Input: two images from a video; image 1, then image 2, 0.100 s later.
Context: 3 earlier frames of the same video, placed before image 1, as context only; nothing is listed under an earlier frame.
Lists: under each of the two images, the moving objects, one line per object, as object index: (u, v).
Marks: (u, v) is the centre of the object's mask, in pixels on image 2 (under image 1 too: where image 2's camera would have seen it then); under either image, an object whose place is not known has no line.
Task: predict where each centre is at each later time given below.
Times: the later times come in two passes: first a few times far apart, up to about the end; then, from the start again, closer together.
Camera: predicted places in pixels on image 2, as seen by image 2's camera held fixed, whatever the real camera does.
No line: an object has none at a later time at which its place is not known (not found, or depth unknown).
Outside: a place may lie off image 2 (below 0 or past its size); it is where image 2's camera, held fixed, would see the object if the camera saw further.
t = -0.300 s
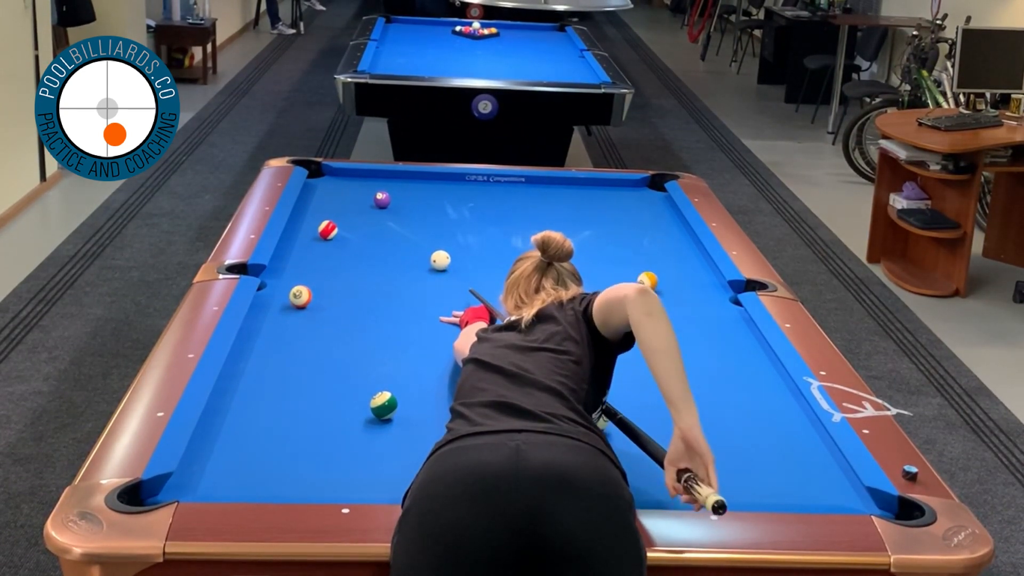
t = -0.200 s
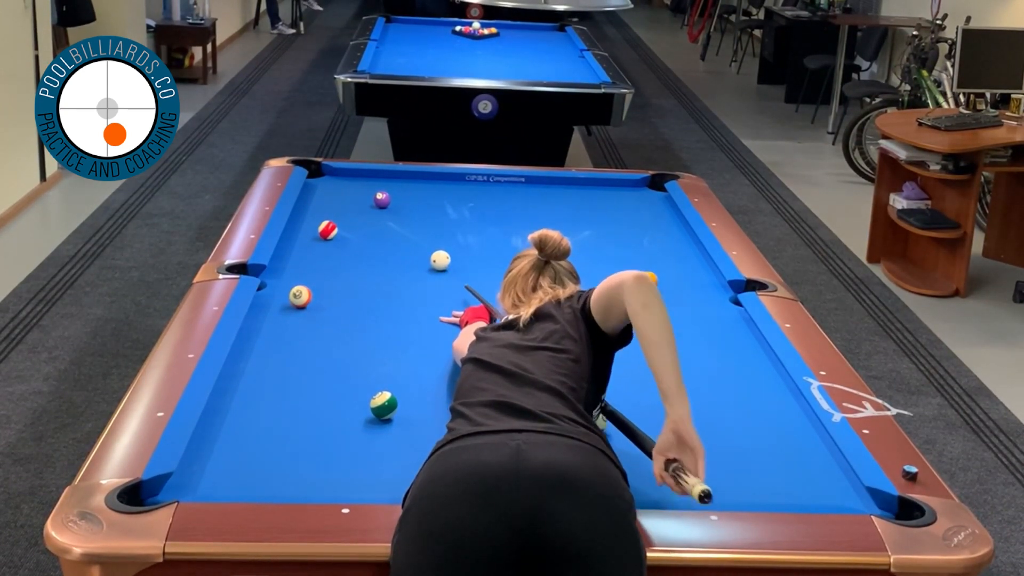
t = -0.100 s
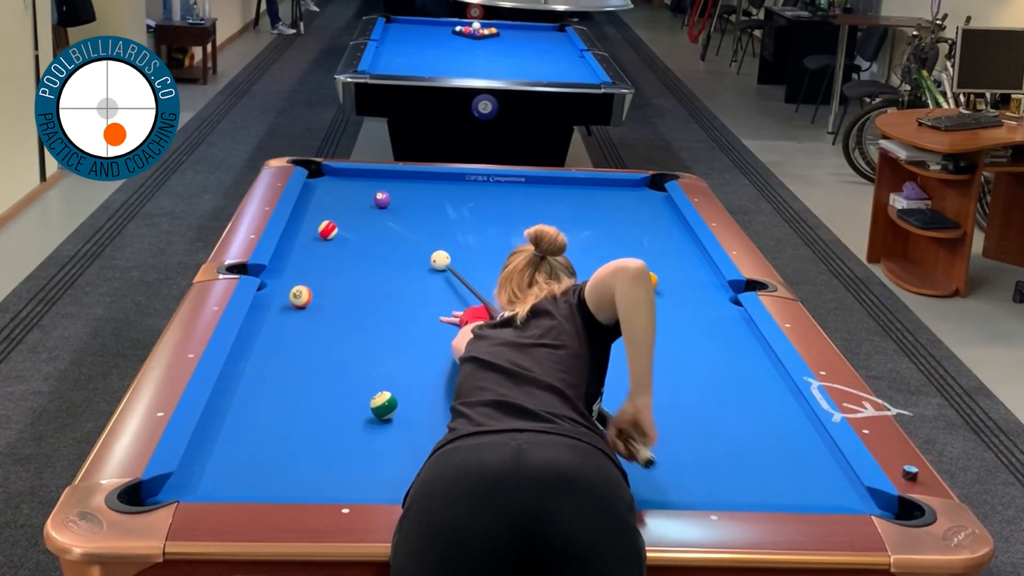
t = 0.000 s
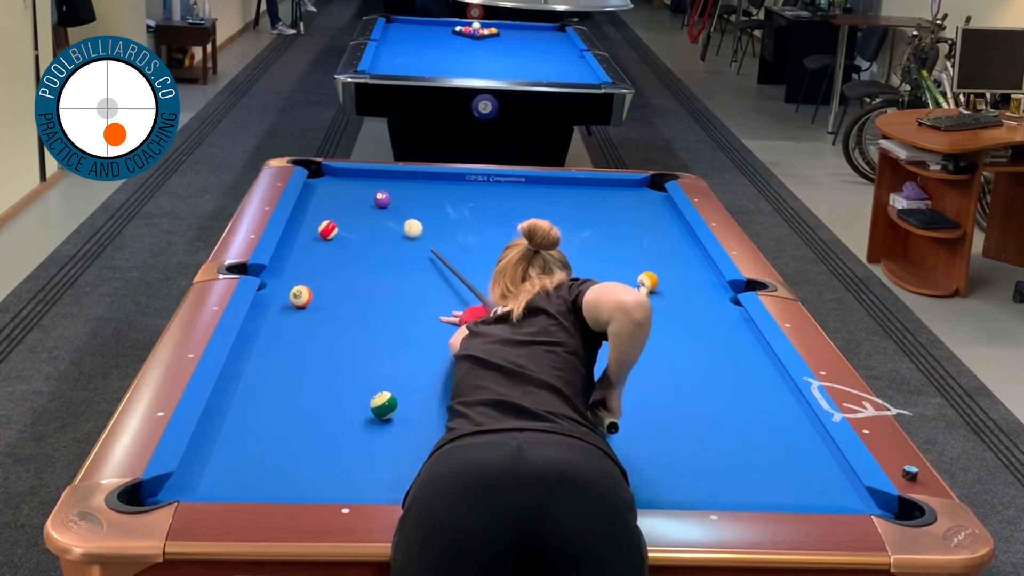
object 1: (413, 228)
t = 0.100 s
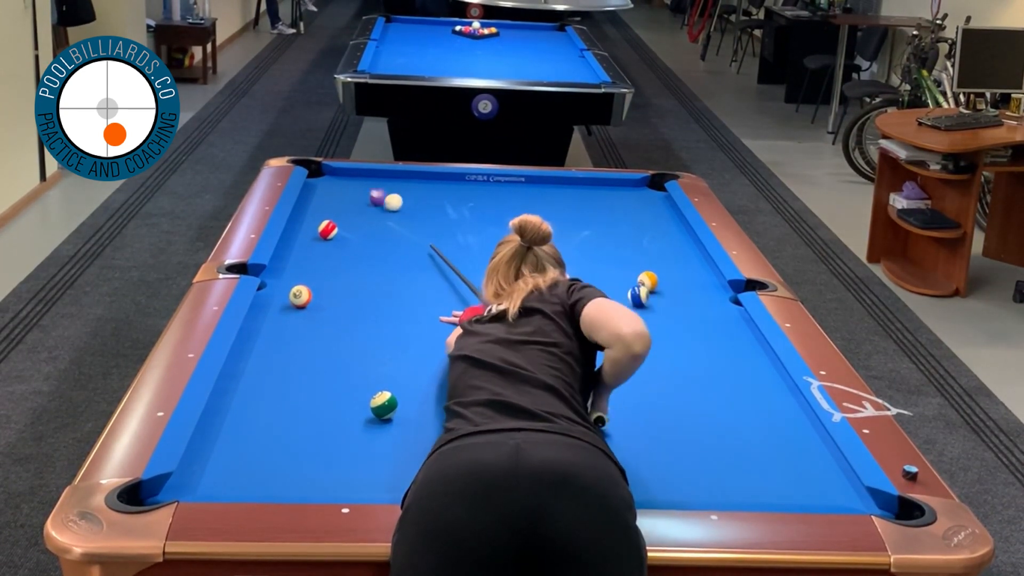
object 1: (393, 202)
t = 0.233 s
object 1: (424, 198)
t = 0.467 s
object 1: (468, 189)
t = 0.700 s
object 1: (507, 182)
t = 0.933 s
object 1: (549, 181)
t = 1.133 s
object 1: (587, 186)
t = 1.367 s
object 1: (632, 192)
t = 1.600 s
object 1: (655, 198)
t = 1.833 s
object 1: (639, 202)
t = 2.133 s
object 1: (616, 204)
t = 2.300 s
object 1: (602, 212)
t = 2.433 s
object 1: (594, 212)
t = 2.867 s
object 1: (556, 224)
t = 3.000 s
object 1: (548, 228)
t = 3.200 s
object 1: (534, 232)
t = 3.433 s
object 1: (517, 237)
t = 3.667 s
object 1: (495, 238)
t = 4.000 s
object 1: (481, 245)
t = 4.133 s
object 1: (471, 250)
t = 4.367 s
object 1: (457, 255)
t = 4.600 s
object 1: (443, 259)
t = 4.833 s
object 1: (431, 262)
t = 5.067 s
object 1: (419, 266)
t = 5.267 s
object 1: (410, 269)
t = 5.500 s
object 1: (400, 273)
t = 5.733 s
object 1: (391, 276)
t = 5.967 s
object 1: (383, 279)
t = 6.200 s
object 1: (376, 281)
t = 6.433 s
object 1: (370, 284)
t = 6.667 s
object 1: (364, 285)
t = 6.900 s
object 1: (360, 287)
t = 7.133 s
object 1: (357, 288)
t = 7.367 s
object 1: (354, 289)
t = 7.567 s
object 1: (353, 289)
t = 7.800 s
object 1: (353, 289)
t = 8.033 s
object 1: (353, 289)
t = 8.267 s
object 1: (353, 289)
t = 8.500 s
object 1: (353, 289)
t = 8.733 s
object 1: (353, 289)
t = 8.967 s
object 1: (353, 289)
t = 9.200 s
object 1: (353, 289)
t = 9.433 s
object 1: (353, 289)
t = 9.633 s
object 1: (353, 289)
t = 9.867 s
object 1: (353, 289)
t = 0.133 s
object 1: (402, 201)
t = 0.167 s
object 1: (410, 200)
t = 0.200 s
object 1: (418, 199)
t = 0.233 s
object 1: (424, 198)
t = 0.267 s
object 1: (431, 196)
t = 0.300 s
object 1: (437, 195)
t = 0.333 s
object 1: (444, 194)
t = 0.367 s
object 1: (450, 193)
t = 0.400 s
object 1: (456, 192)
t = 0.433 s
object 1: (462, 191)
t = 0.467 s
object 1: (468, 189)
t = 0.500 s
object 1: (474, 189)
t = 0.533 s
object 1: (479, 187)
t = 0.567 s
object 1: (485, 186)
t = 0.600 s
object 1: (491, 185)
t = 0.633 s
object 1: (496, 184)
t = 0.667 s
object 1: (502, 183)
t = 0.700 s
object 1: (507, 182)
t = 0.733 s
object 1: (513, 181)
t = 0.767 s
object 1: (518, 180)
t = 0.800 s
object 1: (524, 179)
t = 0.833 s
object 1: (529, 178)
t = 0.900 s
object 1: (542, 180)
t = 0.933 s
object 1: (549, 181)
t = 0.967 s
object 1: (555, 182)
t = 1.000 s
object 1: (562, 183)
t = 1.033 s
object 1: (568, 184)
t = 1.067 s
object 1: (574, 185)
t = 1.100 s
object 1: (581, 185)
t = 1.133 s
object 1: (587, 186)
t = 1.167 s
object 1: (594, 187)
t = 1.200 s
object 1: (600, 188)
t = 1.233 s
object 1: (607, 189)
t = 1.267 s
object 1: (613, 190)
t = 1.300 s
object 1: (619, 191)
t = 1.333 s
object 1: (626, 191)
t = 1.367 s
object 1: (632, 192)
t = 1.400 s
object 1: (639, 193)
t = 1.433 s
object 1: (645, 194)
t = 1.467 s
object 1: (651, 195)
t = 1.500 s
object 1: (658, 195)
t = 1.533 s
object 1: (662, 196)
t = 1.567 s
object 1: (658, 197)
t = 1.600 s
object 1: (655, 198)
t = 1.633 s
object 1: (653, 199)
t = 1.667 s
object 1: (650, 199)
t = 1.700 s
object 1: (647, 200)
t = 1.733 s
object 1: (645, 201)
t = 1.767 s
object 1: (642, 201)
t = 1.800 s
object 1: (640, 202)
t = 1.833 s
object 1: (639, 202)
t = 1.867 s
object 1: (638, 201)
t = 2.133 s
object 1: (616, 204)
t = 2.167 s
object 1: (613, 206)
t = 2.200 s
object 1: (610, 208)
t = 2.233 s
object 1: (607, 210)
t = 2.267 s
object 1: (604, 211)
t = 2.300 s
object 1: (602, 212)
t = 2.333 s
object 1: (599, 213)
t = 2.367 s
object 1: (597, 213)
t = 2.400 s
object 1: (595, 212)
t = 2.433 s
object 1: (594, 212)
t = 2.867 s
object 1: (556, 224)
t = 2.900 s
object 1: (555, 226)
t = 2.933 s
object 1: (553, 227)
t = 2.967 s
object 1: (551, 227)
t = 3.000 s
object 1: (548, 228)
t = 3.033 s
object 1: (545, 229)
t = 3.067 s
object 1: (543, 230)
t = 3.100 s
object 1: (541, 230)
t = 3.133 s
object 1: (538, 231)
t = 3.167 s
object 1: (536, 232)
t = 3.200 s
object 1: (534, 232)
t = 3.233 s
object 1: (531, 233)
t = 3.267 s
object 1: (529, 234)
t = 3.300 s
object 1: (527, 234)
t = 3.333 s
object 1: (524, 235)
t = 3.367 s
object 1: (522, 236)
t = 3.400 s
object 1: (519, 236)
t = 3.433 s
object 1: (517, 237)
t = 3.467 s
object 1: (515, 238)
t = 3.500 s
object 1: (512, 238)
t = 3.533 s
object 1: (510, 239)
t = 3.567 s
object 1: (508, 240)
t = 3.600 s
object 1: (506, 240)
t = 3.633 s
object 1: (502, 240)
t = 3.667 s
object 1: (495, 238)
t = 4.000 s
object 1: (481, 245)
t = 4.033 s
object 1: (477, 248)
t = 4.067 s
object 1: (475, 249)
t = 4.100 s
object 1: (473, 250)
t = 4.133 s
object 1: (471, 250)
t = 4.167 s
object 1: (469, 251)
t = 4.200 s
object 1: (467, 252)
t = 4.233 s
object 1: (465, 252)
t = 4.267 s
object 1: (463, 253)
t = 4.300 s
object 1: (461, 253)
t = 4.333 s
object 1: (459, 254)
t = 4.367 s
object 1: (457, 255)
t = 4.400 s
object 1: (455, 255)
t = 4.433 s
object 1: (453, 256)
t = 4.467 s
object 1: (451, 256)
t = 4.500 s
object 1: (449, 257)
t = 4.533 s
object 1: (447, 258)
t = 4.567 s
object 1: (445, 258)
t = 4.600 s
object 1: (443, 259)
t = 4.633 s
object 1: (442, 259)
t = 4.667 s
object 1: (440, 260)
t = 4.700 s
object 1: (438, 260)
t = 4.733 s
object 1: (436, 261)
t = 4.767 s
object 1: (435, 262)
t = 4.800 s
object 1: (433, 262)
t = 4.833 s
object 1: (431, 262)
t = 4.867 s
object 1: (429, 263)
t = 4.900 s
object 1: (428, 264)
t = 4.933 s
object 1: (426, 264)
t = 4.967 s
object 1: (424, 265)
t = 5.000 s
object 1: (422, 265)
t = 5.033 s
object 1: (421, 266)
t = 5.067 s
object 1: (419, 266)
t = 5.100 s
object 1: (417, 267)
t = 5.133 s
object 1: (416, 267)
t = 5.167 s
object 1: (415, 268)
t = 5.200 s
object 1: (413, 268)
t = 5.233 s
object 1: (411, 269)
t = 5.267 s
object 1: (410, 269)
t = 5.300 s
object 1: (408, 270)
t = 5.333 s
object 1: (407, 270)
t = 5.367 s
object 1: (405, 271)
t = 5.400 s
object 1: (404, 271)
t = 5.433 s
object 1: (403, 272)
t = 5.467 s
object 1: (401, 272)
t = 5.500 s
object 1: (400, 273)
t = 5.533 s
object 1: (398, 273)
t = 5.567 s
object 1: (397, 274)
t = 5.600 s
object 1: (396, 274)
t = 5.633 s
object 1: (394, 274)
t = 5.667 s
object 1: (393, 275)
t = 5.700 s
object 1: (392, 275)
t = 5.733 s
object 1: (391, 276)
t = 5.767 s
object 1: (390, 276)
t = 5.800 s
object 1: (388, 276)
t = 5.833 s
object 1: (387, 277)
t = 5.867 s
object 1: (386, 277)
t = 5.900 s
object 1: (385, 278)
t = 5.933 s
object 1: (384, 278)
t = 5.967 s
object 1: (383, 279)
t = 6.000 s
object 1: (382, 279)
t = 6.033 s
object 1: (381, 279)
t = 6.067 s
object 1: (380, 280)
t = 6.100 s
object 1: (379, 280)
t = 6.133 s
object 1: (378, 280)
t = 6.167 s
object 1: (377, 281)
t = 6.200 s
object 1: (376, 281)
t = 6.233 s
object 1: (375, 281)
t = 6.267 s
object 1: (374, 282)
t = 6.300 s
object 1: (373, 282)
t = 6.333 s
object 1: (372, 283)
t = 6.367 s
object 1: (371, 283)
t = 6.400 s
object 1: (371, 283)
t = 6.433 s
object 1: (370, 284)
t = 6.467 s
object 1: (369, 284)
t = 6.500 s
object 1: (369, 284)
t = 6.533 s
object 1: (367, 284)
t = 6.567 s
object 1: (367, 285)
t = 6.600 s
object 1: (366, 285)
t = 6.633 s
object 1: (365, 285)
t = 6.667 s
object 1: (364, 285)
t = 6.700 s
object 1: (364, 286)
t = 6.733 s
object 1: (363, 286)
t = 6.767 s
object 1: (363, 286)
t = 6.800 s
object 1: (362, 286)
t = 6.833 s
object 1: (361, 286)
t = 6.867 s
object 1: (361, 287)
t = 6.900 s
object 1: (360, 287)
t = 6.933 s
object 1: (360, 287)
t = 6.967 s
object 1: (359, 287)
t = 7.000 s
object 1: (359, 287)
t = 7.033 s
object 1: (358, 288)
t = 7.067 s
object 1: (358, 288)
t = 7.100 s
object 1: (357, 288)
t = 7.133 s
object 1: (357, 288)
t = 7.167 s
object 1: (356, 288)
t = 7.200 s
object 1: (356, 288)
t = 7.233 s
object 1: (355, 288)
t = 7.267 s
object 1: (355, 288)
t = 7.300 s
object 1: (355, 289)
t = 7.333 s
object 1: (354, 289)
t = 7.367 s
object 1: (354, 289)
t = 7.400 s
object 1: (354, 289)
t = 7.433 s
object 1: (354, 289)
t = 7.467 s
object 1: (353, 289)
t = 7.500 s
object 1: (353, 289)
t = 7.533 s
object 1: (353, 289)
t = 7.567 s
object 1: (353, 289)
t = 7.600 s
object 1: (353, 289)
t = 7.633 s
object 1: (353, 289)
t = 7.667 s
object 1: (353, 289)
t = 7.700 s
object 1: (353, 289)
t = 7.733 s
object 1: (353, 289)
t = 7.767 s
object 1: (353, 289)
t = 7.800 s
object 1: (353, 289)
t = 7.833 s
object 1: (353, 289)
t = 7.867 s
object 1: (353, 289)
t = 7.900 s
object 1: (353, 289)
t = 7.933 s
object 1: (353, 289)
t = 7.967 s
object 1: (353, 289)
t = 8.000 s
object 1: (353, 289)
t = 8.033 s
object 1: (353, 289)
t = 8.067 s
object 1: (353, 289)
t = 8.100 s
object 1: (353, 289)
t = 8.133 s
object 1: (353, 289)
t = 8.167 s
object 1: (353, 289)
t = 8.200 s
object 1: (353, 289)
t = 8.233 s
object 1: (353, 289)
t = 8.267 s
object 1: (353, 289)
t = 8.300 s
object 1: (353, 289)
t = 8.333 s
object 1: (353, 289)
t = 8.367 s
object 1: (353, 289)
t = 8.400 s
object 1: (353, 289)
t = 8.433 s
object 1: (353, 289)
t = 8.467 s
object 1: (353, 289)
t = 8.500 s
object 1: (353, 289)
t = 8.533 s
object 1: (353, 289)
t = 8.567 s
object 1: (353, 289)
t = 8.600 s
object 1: (353, 289)
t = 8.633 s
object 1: (353, 289)
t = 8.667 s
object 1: (353, 289)
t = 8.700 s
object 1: (353, 289)
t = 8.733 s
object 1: (353, 289)
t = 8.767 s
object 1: (353, 289)
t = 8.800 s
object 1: (353, 289)
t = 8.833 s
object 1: (353, 289)
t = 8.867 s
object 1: (353, 289)
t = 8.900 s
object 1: (353, 289)
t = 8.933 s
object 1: (353, 289)
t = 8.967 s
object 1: (353, 289)
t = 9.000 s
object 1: (353, 289)
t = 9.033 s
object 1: (353, 289)
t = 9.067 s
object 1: (353, 289)
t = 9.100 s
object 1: (353, 289)
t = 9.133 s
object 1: (353, 289)
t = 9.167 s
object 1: (353, 289)
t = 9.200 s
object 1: (353, 289)
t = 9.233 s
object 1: (353, 289)
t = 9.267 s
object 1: (353, 289)
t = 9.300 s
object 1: (353, 289)
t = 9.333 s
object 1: (353, 289)
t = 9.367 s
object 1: (353, 289)
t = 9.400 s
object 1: (353, 289)
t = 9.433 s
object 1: (353, 289)
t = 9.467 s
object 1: (353, 289)
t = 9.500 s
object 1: (353, 289)
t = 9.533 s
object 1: (353, 289)
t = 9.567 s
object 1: (353, 289)
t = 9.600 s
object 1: (353, 289)
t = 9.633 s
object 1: (353, 289)
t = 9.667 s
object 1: (353, 289)
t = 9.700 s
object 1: (353, 289)
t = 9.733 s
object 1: (353, 289)
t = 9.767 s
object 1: (353, 289)
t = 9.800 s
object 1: (353, 289)
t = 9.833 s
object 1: (353, 289)
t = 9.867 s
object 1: (353, 289)
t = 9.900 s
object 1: (353, 289)
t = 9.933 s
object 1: (353, 289)
